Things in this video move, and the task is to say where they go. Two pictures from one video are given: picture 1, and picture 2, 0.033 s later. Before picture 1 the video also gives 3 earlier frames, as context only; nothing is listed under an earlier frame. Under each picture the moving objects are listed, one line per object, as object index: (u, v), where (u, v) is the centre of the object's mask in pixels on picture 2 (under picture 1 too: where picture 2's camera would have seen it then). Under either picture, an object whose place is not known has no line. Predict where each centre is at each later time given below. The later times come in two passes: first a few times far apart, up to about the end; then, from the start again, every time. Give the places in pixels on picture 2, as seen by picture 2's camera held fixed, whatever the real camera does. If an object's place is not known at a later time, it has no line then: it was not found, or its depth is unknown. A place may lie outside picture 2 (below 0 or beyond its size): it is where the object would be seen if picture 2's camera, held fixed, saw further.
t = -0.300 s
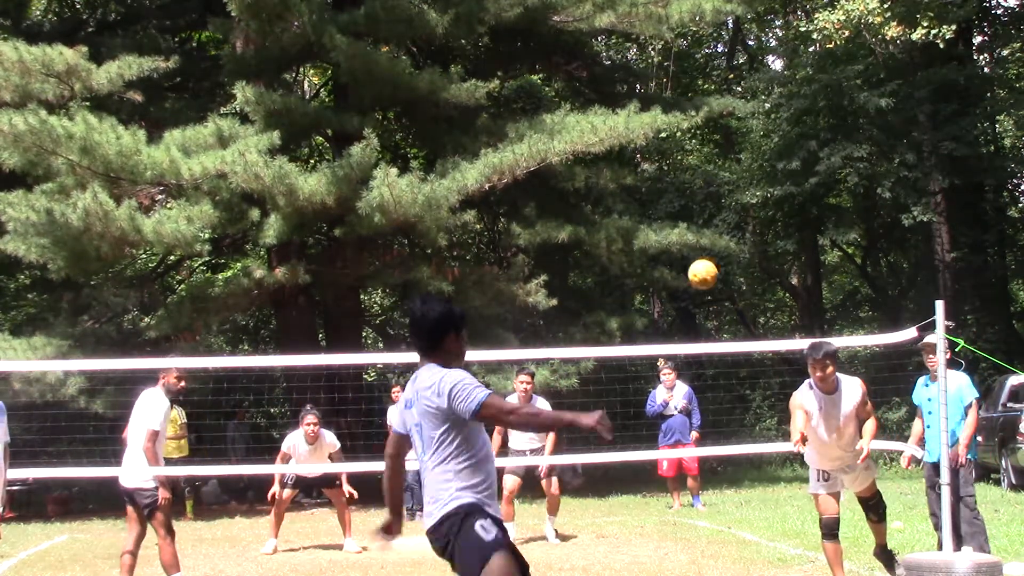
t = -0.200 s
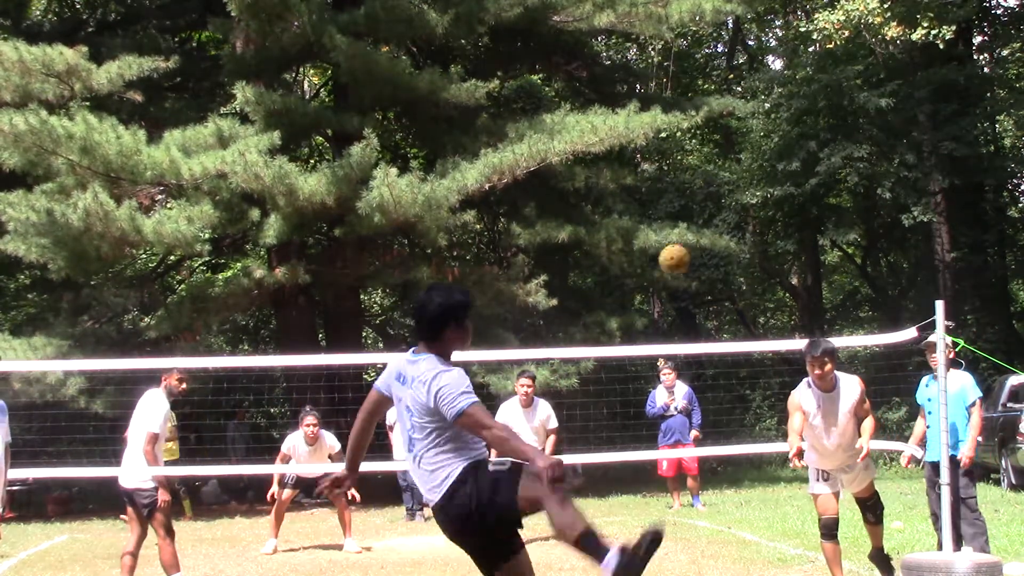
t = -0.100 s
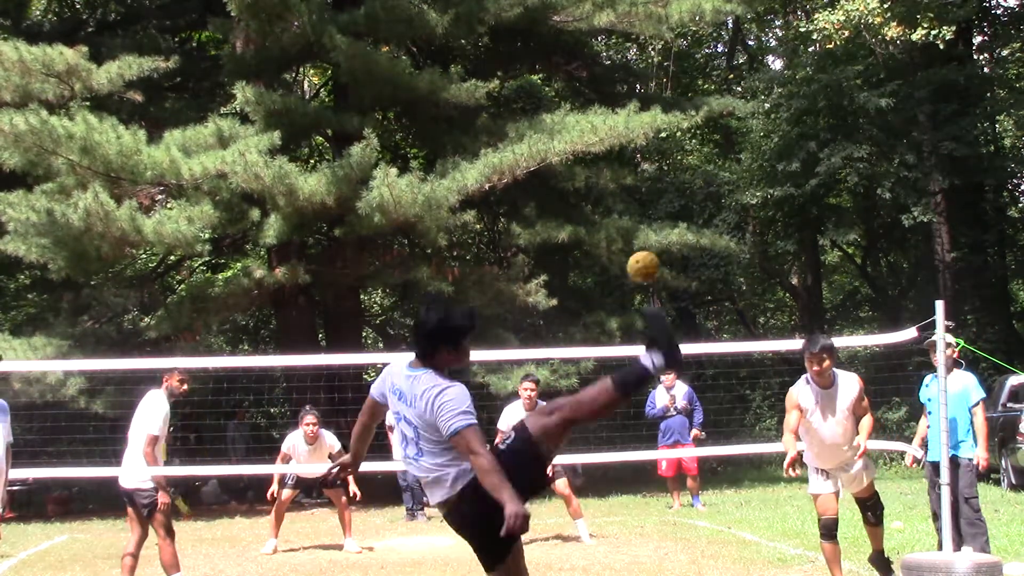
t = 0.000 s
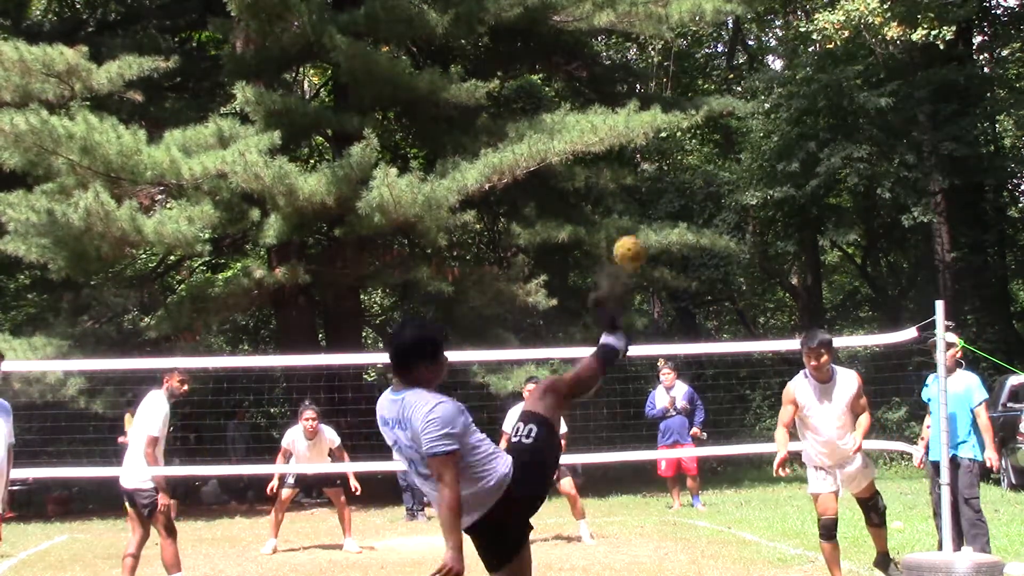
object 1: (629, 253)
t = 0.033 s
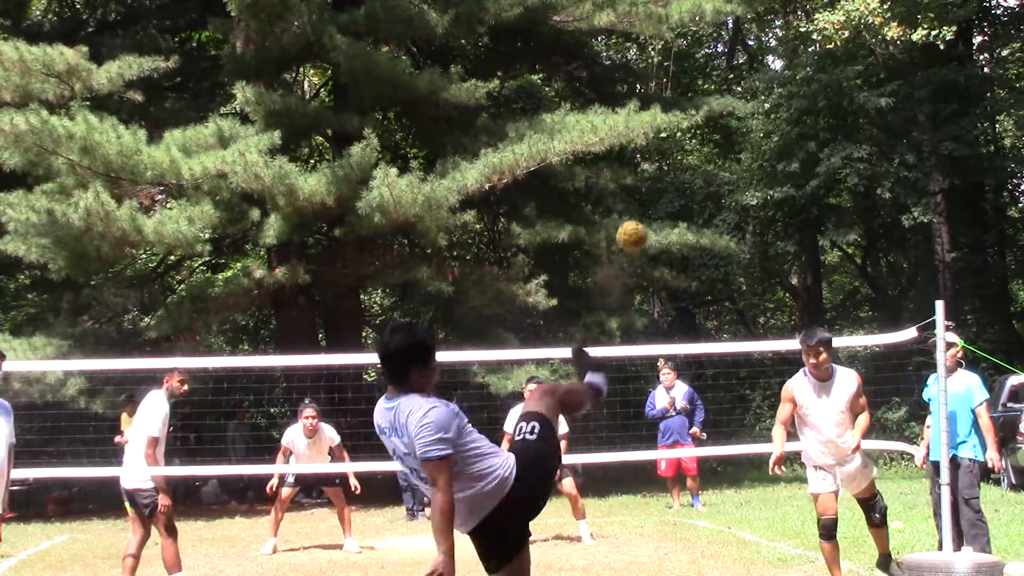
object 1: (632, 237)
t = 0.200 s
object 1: (644, 203)
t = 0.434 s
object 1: (662, 244)
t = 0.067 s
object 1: (634, 224)
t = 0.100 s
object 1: (637, 214)
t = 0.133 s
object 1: (639, 208)
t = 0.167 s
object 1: (642, 205)
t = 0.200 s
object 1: (644, 203)
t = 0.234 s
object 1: (646, 204)
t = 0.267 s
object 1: (649, 207)
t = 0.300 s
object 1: (652, 211)
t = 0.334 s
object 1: (654, 217)
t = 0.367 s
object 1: (657, 224)
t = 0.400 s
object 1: (659, 232)
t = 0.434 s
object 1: (662, 244)
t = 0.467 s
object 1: (665, 255)
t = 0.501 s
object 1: (667, 268)
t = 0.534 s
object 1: (670, 281)
